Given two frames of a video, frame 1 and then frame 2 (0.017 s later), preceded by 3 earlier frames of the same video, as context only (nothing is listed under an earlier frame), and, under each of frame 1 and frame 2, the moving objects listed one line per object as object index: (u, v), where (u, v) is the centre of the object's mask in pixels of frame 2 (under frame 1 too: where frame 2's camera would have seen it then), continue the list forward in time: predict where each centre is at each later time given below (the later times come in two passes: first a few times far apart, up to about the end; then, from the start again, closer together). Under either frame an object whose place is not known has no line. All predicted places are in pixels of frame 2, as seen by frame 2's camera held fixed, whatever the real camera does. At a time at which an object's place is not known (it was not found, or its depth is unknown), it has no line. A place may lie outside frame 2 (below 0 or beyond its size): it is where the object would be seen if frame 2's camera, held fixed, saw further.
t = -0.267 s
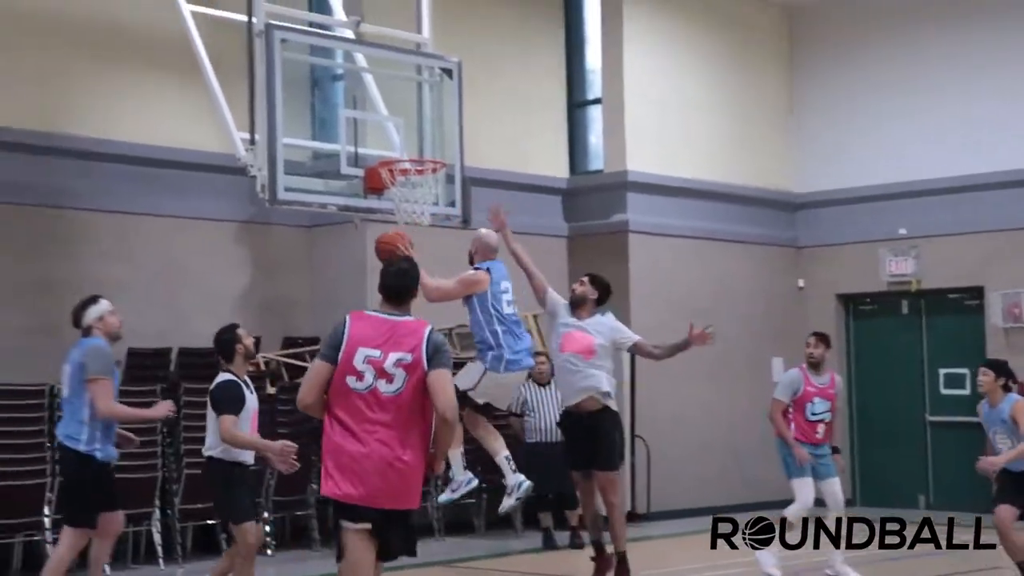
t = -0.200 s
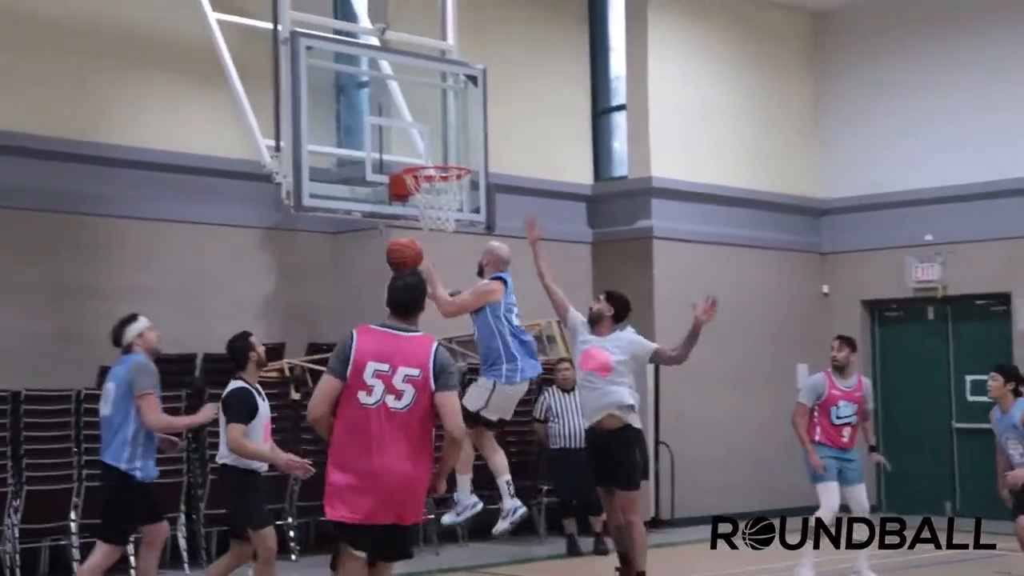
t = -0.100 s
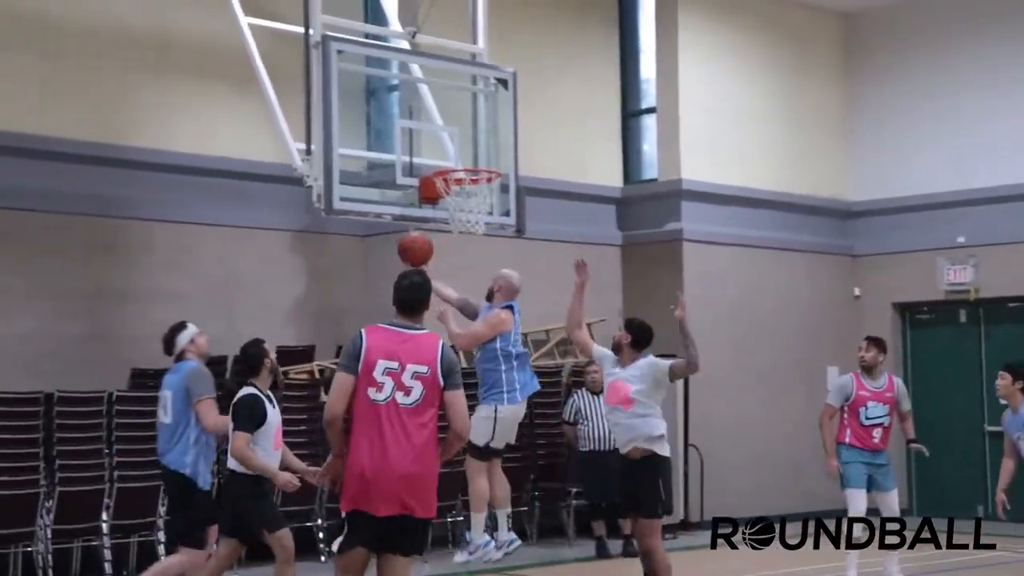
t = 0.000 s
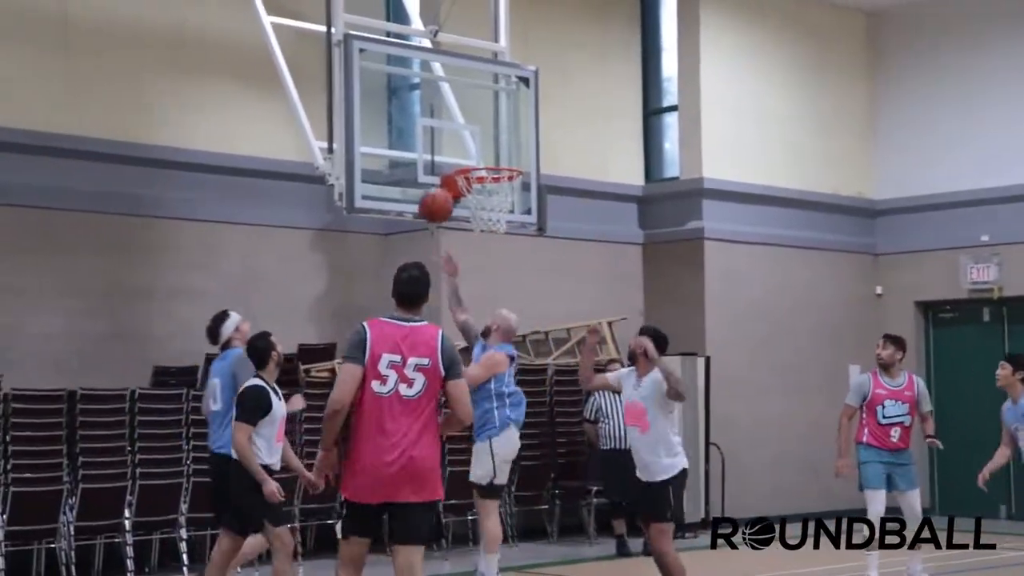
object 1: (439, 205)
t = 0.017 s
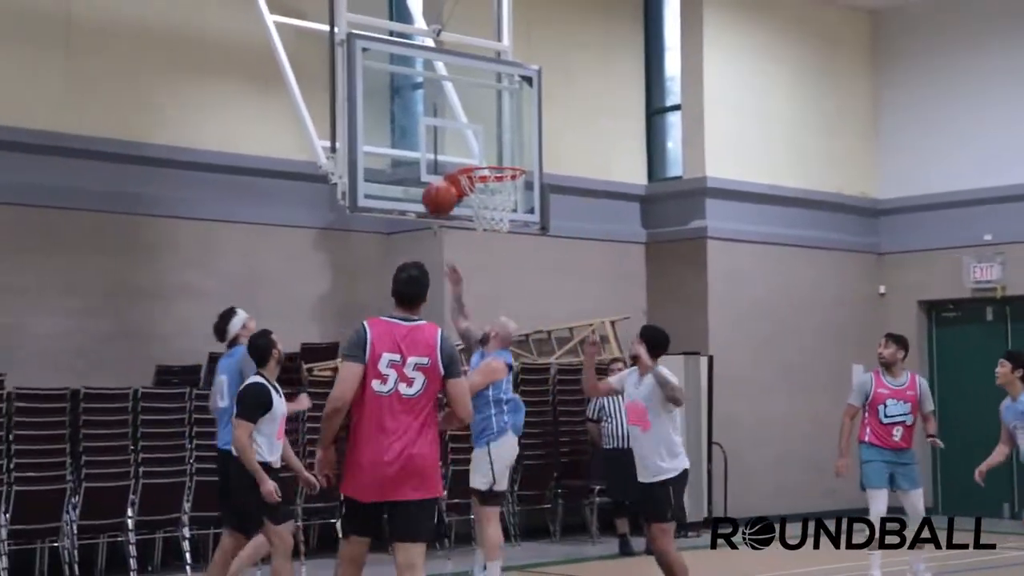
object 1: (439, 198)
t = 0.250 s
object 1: (446, 151)
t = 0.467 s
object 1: (455, 155)
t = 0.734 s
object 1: (500, 187)
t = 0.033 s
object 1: (441, 192)
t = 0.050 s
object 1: (440, 187)
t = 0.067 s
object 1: (439, 182)
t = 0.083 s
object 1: (439, 176)
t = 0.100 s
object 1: (441, 172)
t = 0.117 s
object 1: (442, 169)
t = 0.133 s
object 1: (443, 165)
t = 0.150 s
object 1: (443, 162)
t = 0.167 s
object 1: (443, 159)
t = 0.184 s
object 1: (444, 156)
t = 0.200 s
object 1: (444, 154)
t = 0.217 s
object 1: (445, 152)
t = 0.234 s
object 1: (446, 151)
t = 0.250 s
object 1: (446, 151)
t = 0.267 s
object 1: (446, 150)
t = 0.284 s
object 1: (447, 150)
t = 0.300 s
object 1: (448, 151)
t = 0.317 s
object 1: (448, 151)
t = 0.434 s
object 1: (449, 158)
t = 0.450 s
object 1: (452, 156)
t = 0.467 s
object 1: (455, 155)
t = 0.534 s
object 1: (466, 153)
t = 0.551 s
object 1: (468, 154)
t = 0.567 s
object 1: (471, 154)
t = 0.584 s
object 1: (474, 156)
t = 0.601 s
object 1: (477, 157)
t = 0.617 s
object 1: (479, 157)
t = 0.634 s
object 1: (482, 159)
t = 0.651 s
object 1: (485, 160)
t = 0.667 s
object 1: (491, 166)
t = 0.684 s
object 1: (492, 175)
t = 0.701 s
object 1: (496, 181)
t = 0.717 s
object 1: (498, 183)
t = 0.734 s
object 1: (500, 187)
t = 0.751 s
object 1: (502, 191)
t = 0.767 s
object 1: (504, 195)
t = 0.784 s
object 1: (505, 199)
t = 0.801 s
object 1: (507, 201)
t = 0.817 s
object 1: (507, 203)
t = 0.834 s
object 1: (508, 205)
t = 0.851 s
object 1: (509, 207)
